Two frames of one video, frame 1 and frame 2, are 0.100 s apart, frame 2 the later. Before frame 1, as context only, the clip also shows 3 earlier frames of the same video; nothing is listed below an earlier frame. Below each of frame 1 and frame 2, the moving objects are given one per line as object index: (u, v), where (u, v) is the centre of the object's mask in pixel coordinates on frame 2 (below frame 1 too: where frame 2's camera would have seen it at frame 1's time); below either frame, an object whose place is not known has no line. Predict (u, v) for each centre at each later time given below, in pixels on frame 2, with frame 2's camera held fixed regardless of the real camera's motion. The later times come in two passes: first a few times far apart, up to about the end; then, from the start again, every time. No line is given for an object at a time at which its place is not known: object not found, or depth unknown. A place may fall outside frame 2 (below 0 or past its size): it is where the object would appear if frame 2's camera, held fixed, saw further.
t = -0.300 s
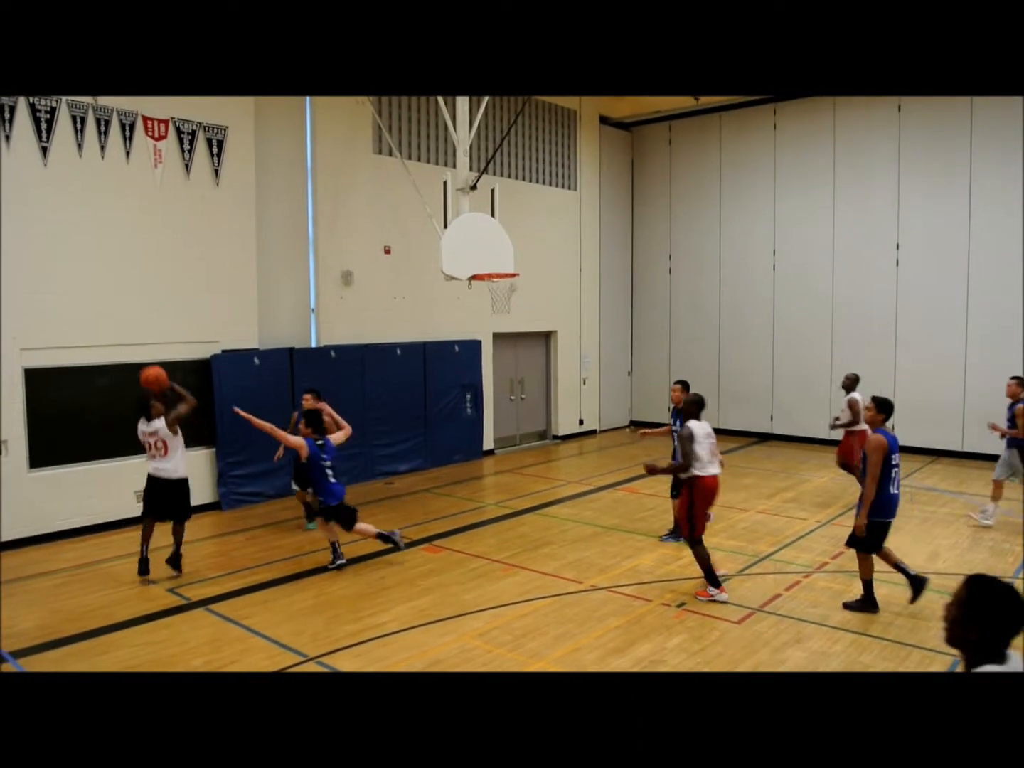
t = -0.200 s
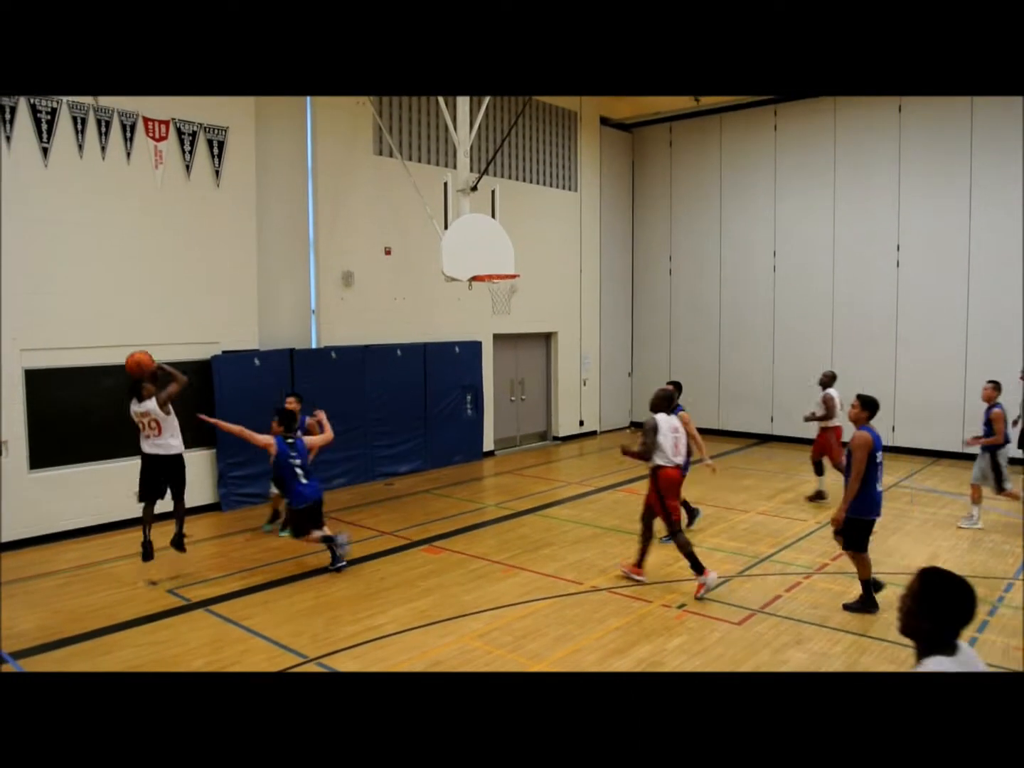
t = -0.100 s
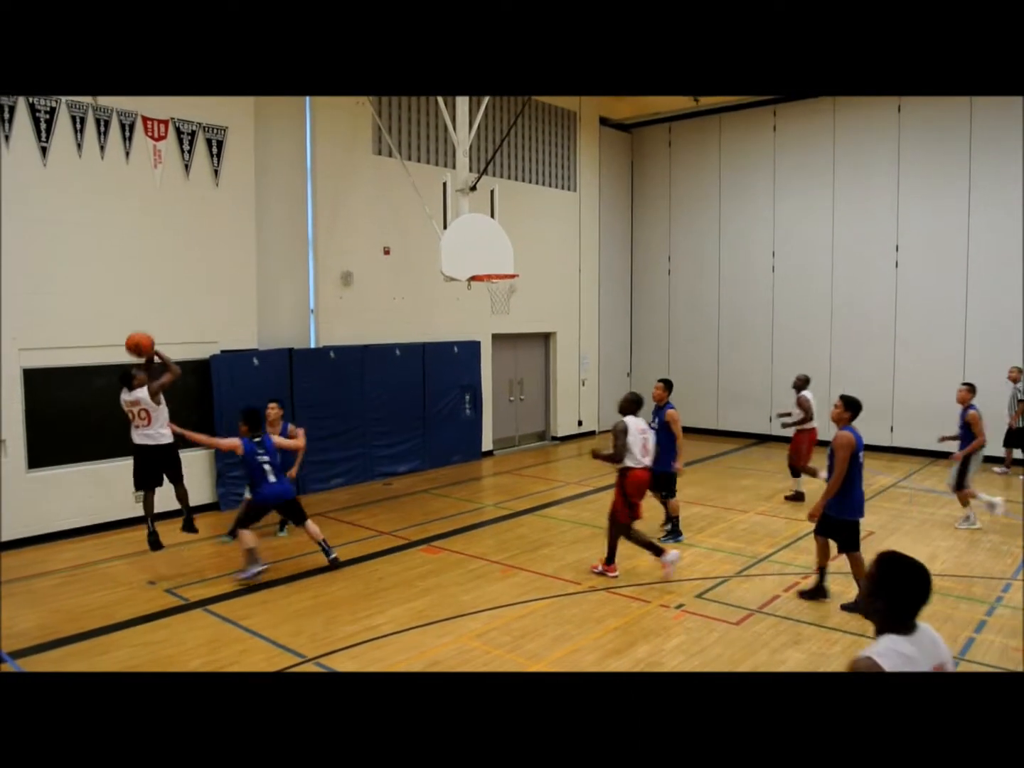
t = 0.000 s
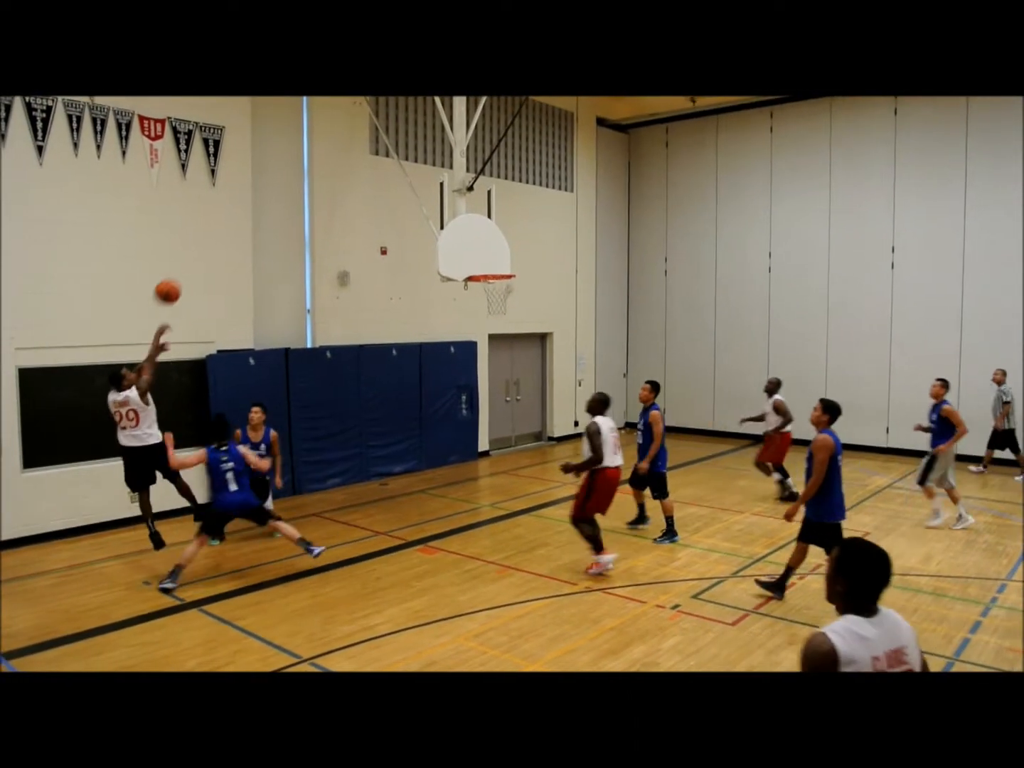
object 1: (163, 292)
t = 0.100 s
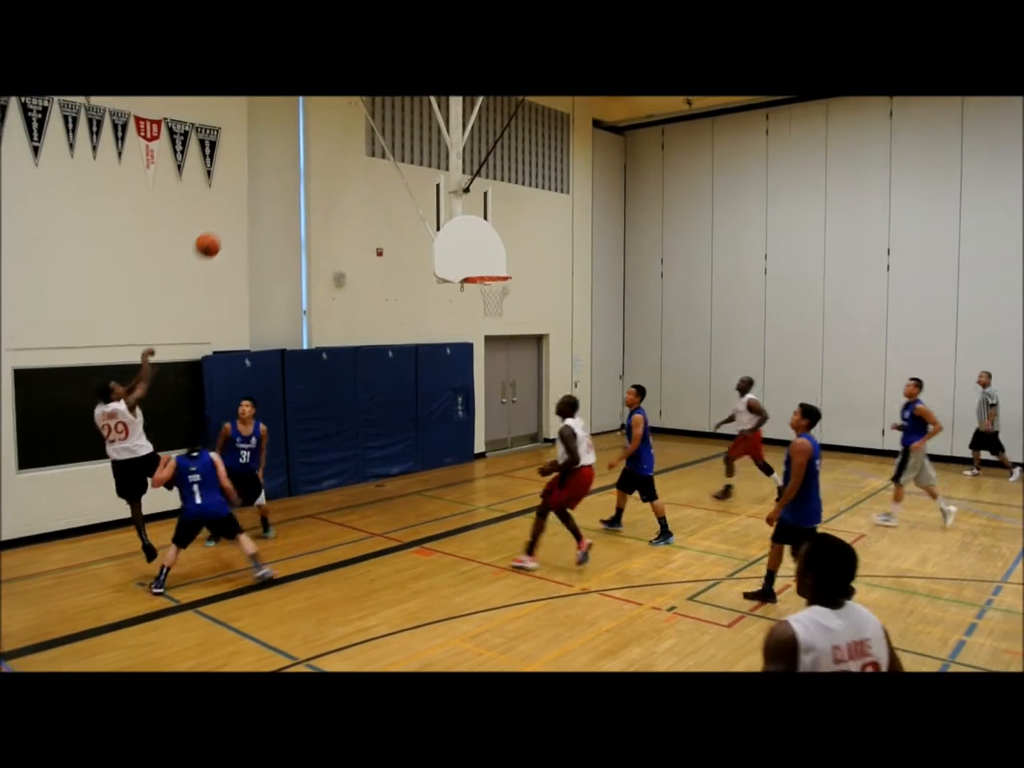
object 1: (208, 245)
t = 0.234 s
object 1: (262, 202)
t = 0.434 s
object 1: (335, 172)
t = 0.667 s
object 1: (408, 186)
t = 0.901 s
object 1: (471, 241)
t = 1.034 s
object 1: (504, 287)
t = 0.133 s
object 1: (222, 232)
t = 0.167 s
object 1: (236, 220)
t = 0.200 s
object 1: (249, 211)
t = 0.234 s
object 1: (262, 202)
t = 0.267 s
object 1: (275, 194)
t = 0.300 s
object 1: (288, 187)
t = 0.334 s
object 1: (300, 182)
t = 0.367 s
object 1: (312, 177)
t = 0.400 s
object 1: (324, 174)
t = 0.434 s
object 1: (335, 172)
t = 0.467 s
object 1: (346, 172)
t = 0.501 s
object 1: (357, 171)
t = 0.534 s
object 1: (368, 173)
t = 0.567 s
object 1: (378, 175)
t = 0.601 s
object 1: (388, 178)
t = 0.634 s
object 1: (398, 182)
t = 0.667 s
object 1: (408, 186)
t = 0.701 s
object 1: (418, 192)
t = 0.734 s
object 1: (427, 199)
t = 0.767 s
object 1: (436, 205)
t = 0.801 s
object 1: (446, 213)
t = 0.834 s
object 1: (454, 222)
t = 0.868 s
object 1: (462, 231)
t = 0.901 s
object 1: (471, 241)
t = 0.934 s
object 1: (479, 252)
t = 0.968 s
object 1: (487, 263)
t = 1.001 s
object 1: (495, 273)
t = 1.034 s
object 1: (504, 287)
